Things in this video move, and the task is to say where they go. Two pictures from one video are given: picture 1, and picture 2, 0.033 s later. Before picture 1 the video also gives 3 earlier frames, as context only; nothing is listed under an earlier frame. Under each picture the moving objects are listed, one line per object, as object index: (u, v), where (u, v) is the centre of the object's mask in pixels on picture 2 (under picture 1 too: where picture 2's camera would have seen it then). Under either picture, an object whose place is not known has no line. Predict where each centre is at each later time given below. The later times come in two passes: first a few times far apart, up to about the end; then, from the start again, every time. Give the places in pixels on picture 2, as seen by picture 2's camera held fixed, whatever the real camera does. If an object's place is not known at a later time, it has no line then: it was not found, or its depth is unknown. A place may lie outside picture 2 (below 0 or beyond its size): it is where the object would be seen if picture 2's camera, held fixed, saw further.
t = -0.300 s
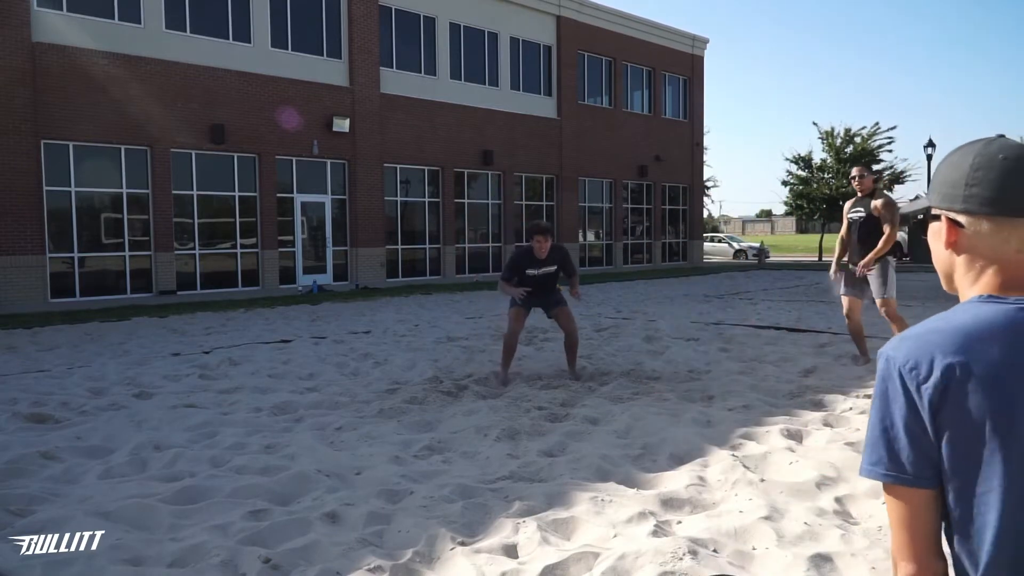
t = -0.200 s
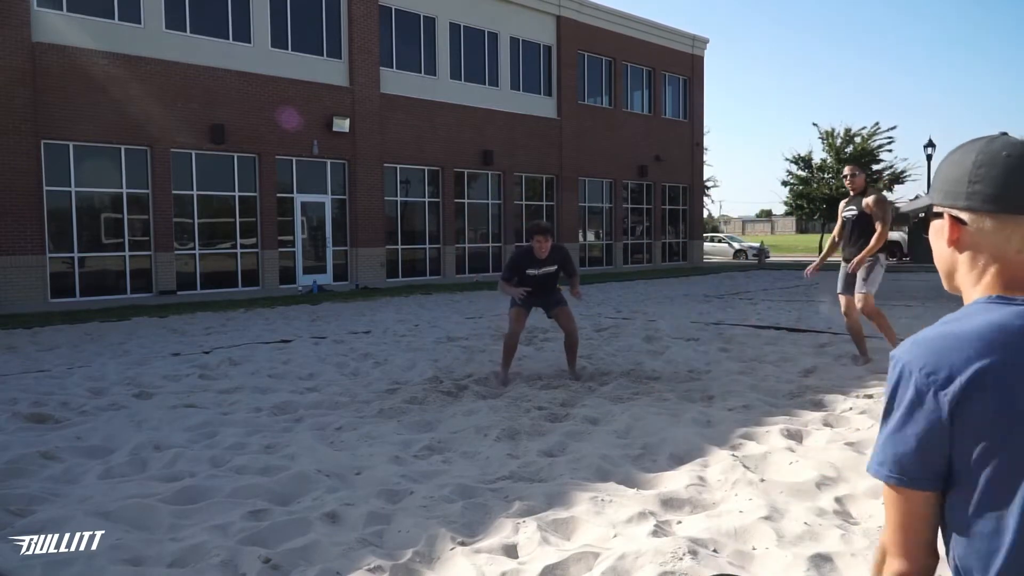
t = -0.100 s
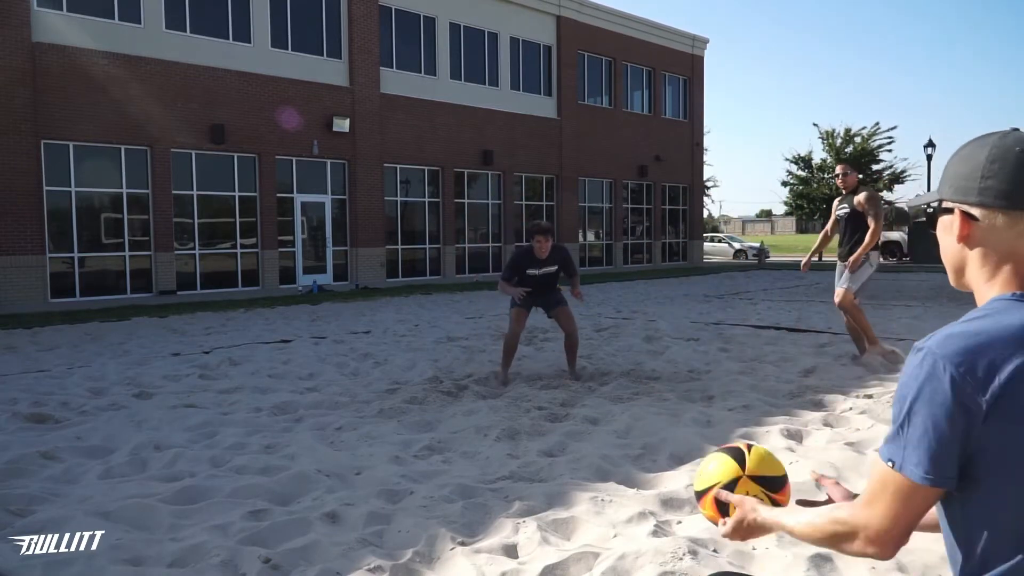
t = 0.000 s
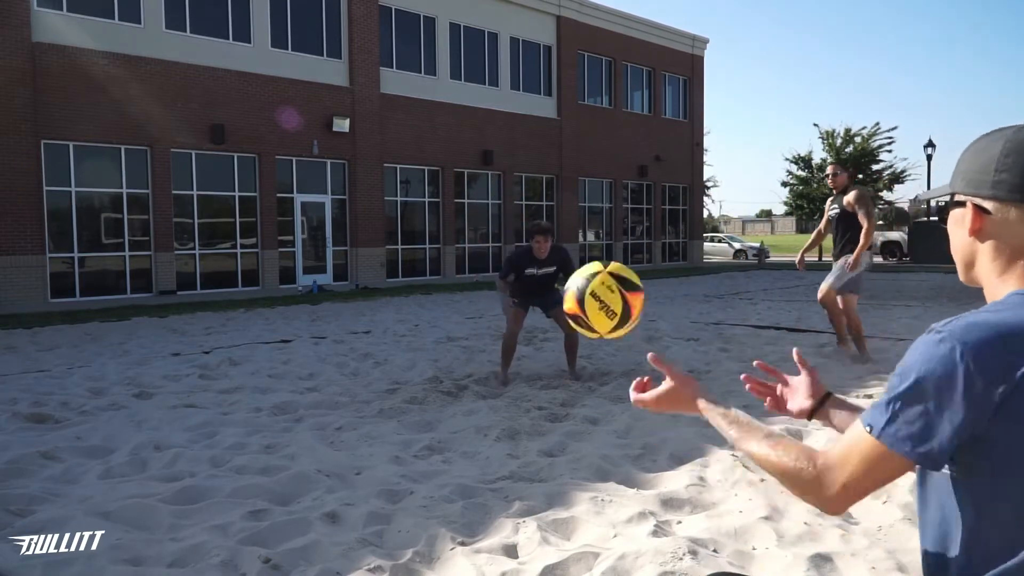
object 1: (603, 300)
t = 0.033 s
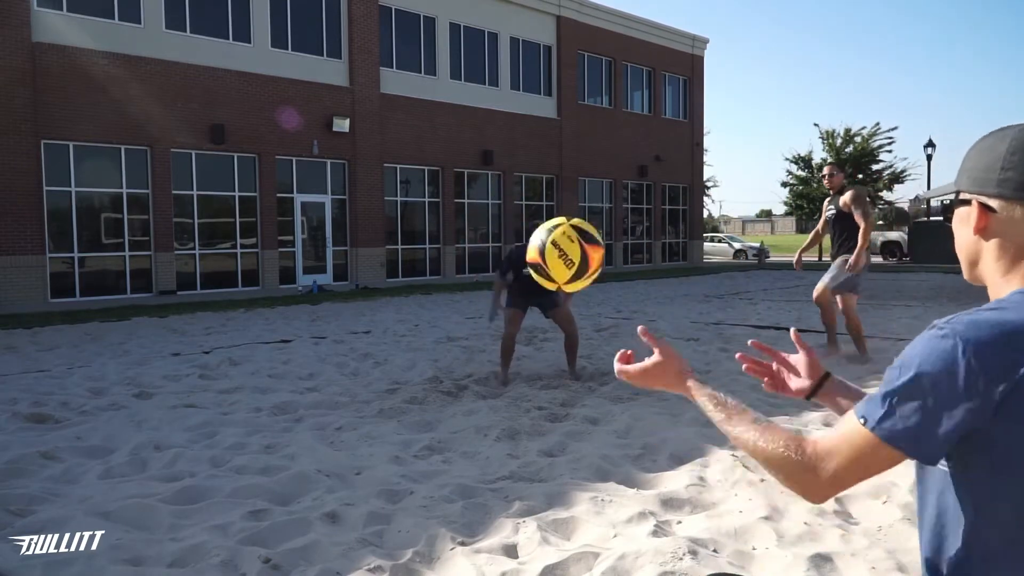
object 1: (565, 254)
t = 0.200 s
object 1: (416, 123)
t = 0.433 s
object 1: (285, 112)
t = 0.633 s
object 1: (211, 192)
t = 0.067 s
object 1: (530, 216)
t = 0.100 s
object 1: (498, 185)
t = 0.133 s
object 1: (468, 159)
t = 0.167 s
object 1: (441, 138)
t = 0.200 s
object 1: (416, 123)
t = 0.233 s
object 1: (393, 111)
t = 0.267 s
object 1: (371, 103)
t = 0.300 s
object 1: (352, 99)
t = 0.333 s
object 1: (333, 98)
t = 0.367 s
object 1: (316, 101)
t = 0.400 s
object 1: (299, 105)
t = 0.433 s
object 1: (285, 112)
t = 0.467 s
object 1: (270, 121)
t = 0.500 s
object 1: (257, 132)
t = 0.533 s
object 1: (244, 145)
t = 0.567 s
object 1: (232, 159)
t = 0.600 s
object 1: (221, 174)
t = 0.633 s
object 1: (211, 192)
